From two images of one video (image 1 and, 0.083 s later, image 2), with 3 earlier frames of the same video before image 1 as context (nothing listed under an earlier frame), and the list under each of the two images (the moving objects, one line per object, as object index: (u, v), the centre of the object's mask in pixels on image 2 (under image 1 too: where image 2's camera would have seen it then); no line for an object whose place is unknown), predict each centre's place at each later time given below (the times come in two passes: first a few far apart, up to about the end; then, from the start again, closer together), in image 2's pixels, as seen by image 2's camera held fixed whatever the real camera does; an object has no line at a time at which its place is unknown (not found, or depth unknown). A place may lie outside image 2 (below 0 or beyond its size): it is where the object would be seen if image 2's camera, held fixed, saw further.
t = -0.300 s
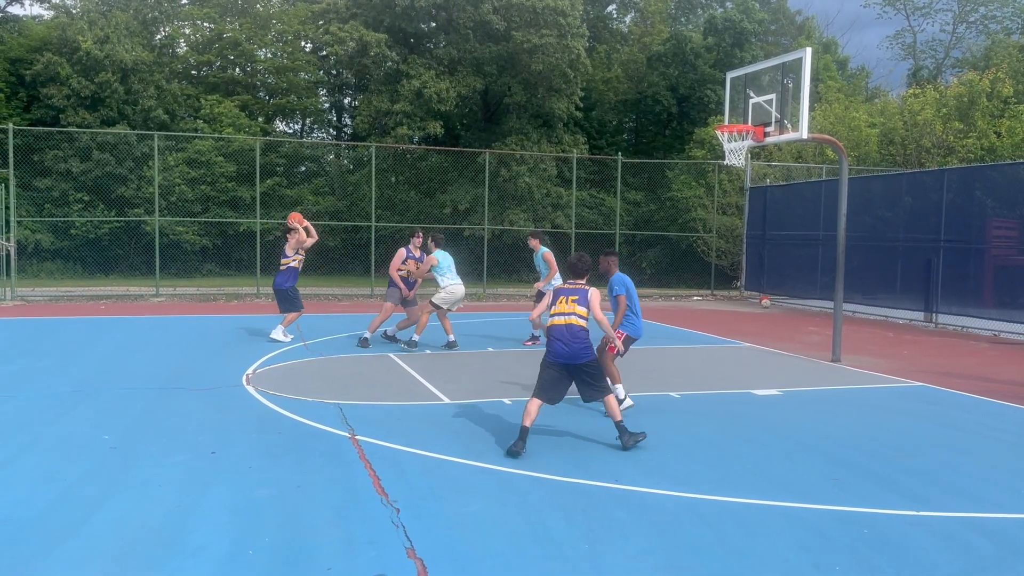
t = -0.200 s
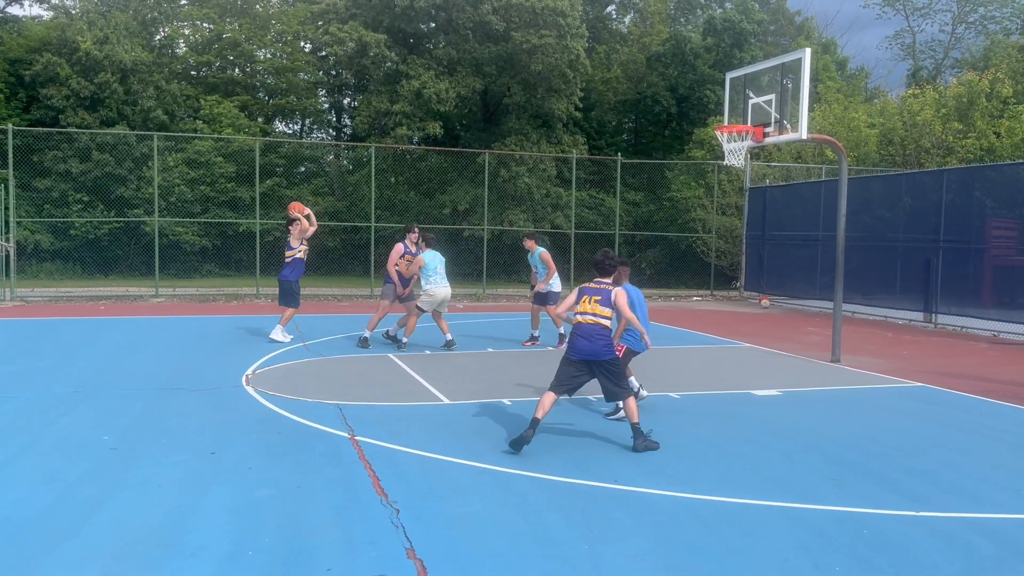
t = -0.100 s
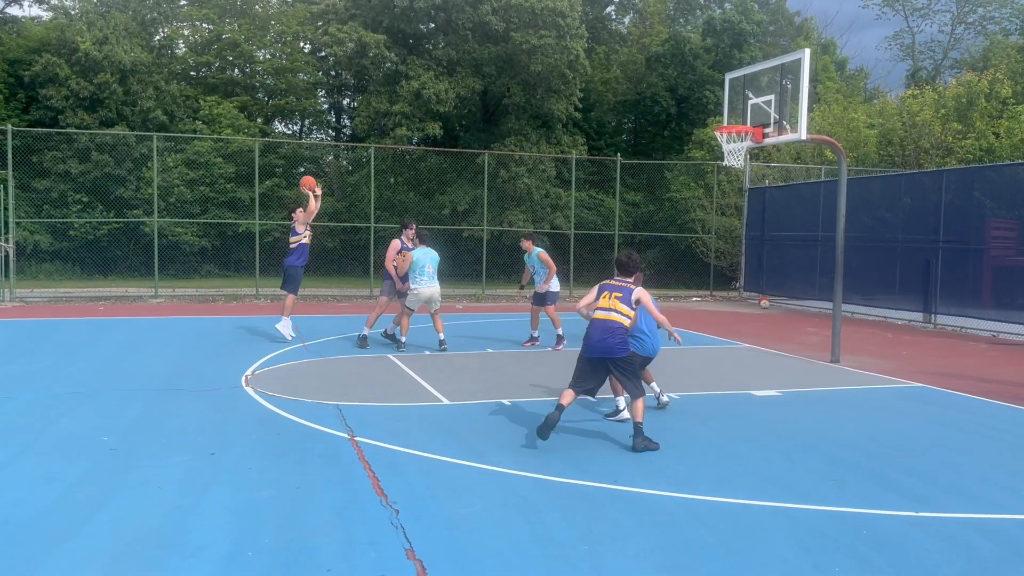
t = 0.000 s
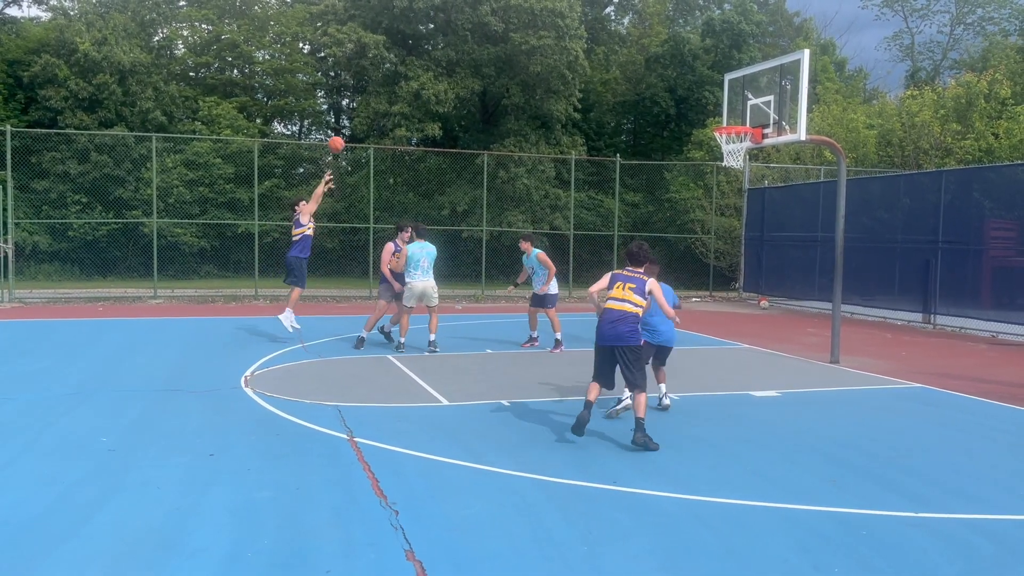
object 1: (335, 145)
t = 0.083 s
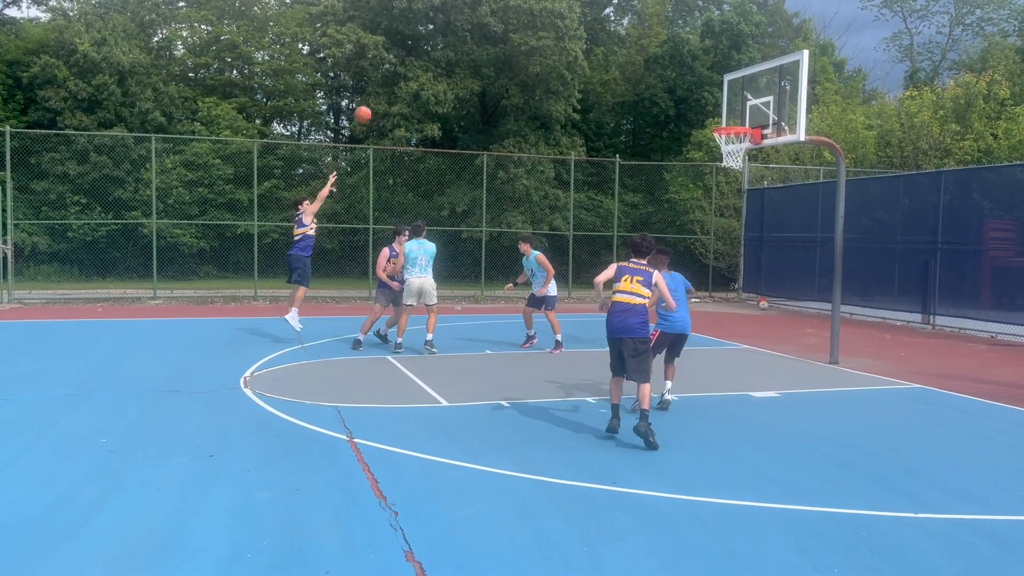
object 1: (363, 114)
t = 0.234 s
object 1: (413, 69)
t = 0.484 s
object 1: (499, 27)
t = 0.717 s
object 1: (583, 26)
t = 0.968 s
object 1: (675, 72)
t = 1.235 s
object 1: (730, 169)
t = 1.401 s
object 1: (710, 240)
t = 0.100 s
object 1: (368, 109)
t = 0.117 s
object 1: (374, 103)
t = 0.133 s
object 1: (379, 97)
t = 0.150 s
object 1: (385, 93)
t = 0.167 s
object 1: (390, 88)
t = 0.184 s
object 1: (396, 83)
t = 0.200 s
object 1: (402, 78)
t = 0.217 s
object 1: (407, 73)
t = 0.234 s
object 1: (413, 69)
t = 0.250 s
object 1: (419, 65)
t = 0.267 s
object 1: (424, 61)
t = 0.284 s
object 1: (430, 58)
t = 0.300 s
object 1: (436, 54)
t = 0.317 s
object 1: (441, 51)
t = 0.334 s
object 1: (447, 47)
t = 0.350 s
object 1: (453, 44)
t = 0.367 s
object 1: (459, 41)
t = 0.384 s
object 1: (464, 39)
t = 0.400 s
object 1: (470, 37)
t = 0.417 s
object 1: (476, 34)
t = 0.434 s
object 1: (482, 32)
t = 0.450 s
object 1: (488, 30)
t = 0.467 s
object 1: (493, 29)
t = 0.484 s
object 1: (499, 27)
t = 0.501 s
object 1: (505, 26)
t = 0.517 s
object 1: (511, 24)
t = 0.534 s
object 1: (517, 24)
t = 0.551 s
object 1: (523, 23)
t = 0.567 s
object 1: (529, 22)
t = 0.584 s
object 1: (535, 21)
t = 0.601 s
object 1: (541, 21)
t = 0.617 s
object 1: (547, 22)
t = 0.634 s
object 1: (553, 22)
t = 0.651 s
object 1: (559, 22)
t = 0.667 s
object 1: (565, 23)
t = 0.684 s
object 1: (571, 24)
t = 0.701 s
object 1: (577, 25)
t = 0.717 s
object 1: (583, 26)
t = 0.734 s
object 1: (589, 28)
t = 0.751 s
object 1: (595, 30)
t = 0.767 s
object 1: (601, 31)
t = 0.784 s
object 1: (607, 34)
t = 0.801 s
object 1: (614, 36)
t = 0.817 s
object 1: (620, 39)
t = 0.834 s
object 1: (626, 41)
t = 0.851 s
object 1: (632, 44)
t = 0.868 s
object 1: (639, 47)
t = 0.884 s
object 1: (645, 51)
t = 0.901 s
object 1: (650, 55)
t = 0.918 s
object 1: (657, 59)
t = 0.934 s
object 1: (663, 63)
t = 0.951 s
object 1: (669, 67)
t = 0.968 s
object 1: (675, 72)
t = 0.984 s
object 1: (681, 76)
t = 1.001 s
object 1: (688, 81)
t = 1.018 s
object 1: (694, 86)
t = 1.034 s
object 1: (701, 92)
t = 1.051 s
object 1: (707, 97)
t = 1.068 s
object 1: (713, 104)
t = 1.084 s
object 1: (719, 109)
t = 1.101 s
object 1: (726, 116)
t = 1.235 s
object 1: (730, 169)
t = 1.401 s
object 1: (710, 240)
